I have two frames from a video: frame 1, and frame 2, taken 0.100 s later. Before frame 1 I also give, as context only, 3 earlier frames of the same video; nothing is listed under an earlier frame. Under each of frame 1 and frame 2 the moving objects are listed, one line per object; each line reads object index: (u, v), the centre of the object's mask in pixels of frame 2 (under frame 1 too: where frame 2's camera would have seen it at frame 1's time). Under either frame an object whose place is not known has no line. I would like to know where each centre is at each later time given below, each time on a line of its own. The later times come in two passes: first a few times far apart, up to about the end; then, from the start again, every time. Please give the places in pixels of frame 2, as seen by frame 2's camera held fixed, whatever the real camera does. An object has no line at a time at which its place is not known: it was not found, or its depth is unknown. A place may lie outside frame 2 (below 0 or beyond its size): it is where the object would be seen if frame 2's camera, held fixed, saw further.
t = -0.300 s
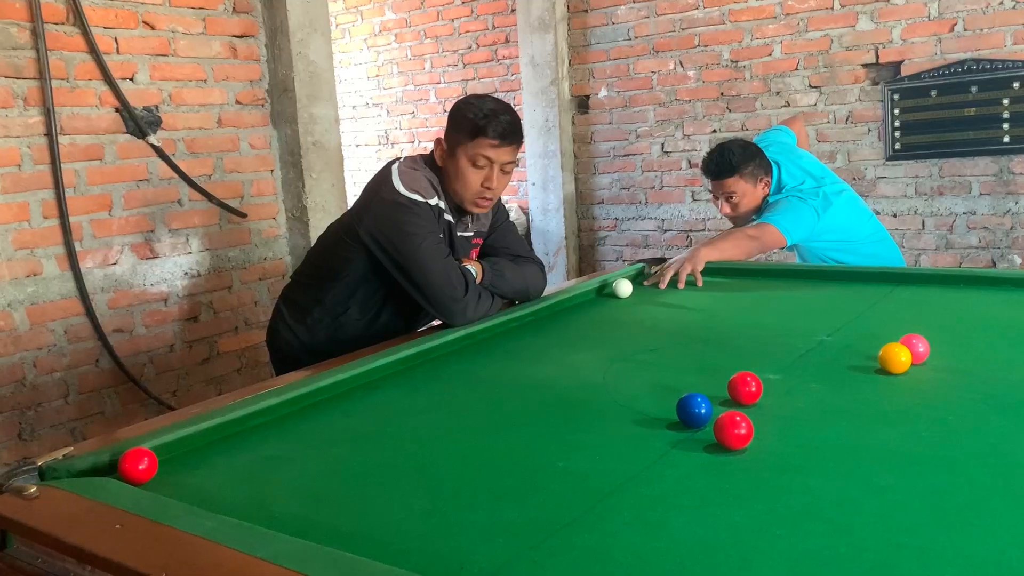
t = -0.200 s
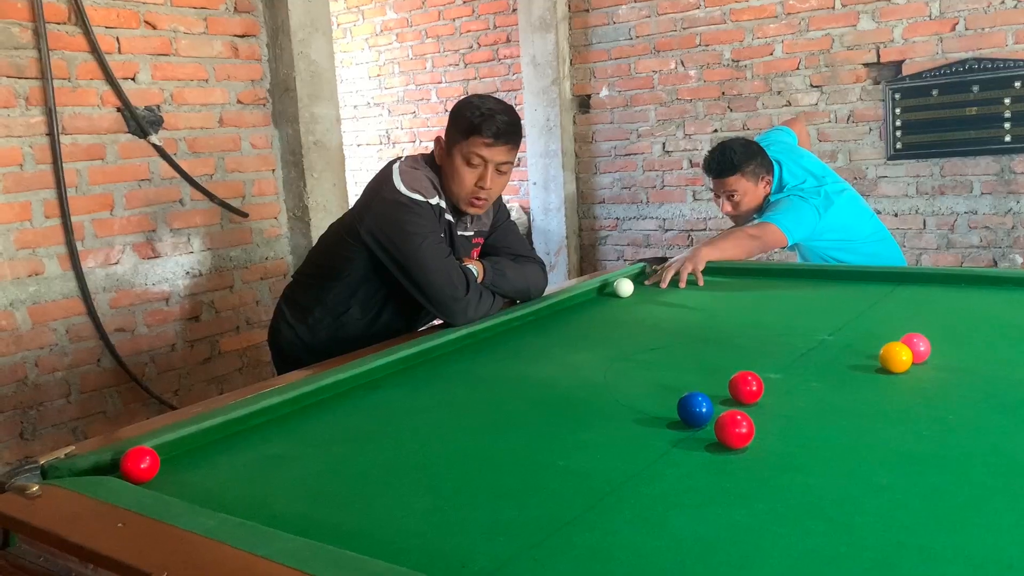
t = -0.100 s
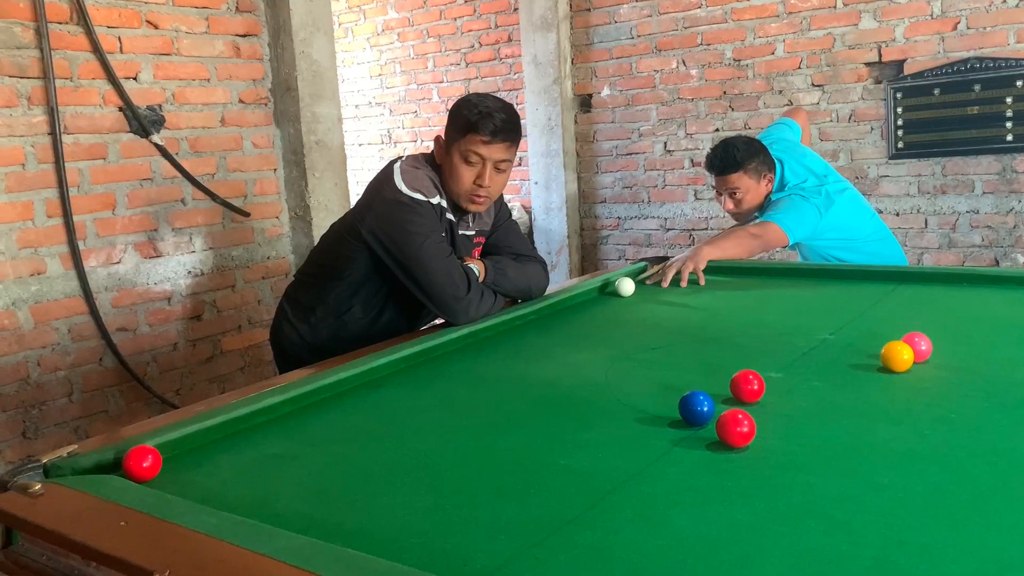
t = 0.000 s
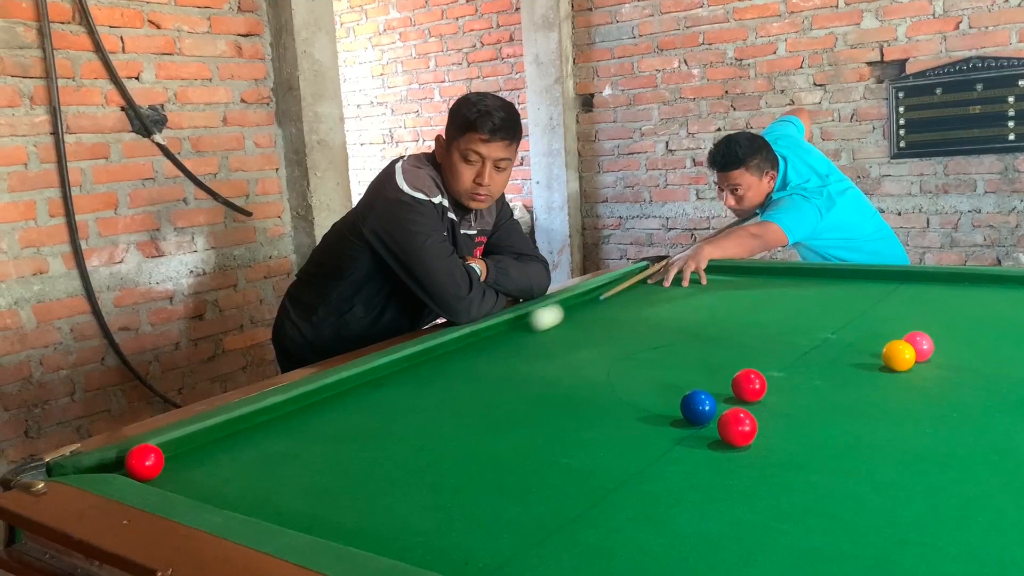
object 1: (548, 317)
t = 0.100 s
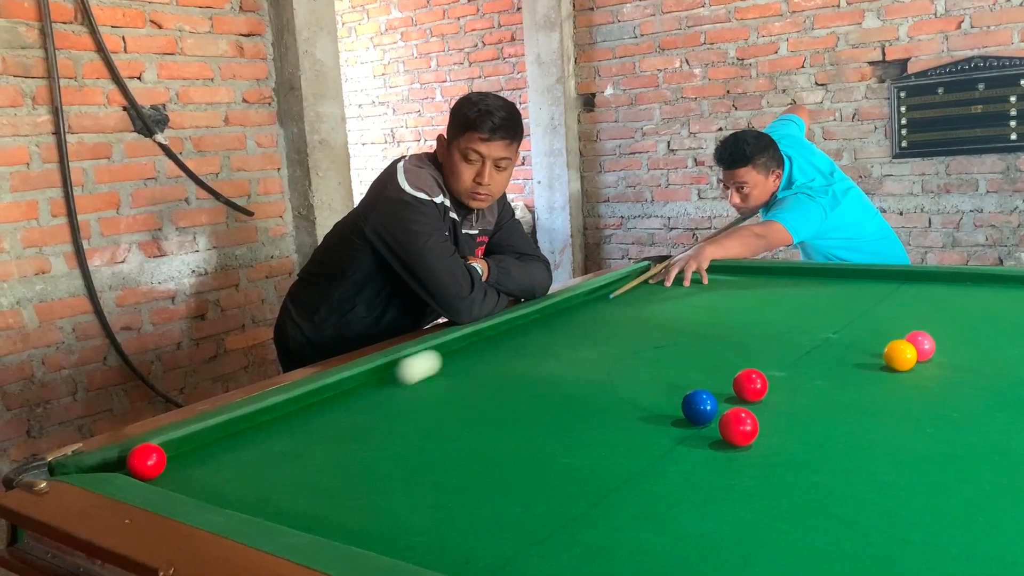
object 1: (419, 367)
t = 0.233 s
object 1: (170, 468)
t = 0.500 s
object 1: (450, 400)
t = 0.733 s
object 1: (611, 352)
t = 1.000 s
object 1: (747, 312)
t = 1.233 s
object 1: (838, 286)
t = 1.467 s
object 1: (879, 278)
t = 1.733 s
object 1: (862, 294)
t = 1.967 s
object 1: (844, 309)
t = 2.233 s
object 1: (820, 330)
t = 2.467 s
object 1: (800, 348)
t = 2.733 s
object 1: (775, 370)
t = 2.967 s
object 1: (768, 380)
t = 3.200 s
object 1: (769, 383)
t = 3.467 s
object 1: (766, 385)
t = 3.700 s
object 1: (764, 385)
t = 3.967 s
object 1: (764, 385)
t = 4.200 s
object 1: (764, 385)
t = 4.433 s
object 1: (765, 385)
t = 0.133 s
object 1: (365, 389)
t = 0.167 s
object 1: (303, 412)
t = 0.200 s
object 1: (232, 441)
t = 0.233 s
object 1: (170, 468)
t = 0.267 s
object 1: (188, 473)
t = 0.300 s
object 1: (238, 461)
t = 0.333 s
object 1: (284, 448)
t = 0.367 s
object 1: (324, 437)
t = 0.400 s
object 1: (361, 426)
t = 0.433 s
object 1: (393, 417)
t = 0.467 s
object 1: (423, 408)
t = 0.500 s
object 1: (450, 400)
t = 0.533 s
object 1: (477, 391)
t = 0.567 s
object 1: (502, 384)
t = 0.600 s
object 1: (526, 377)
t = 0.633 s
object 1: (549, 370)
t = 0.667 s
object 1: (570, 364)
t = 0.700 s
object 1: (591, 358)
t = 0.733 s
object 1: (611, 352)
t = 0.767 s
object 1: (631, 346)
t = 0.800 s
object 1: (649, 341)
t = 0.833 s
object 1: (667, 336)
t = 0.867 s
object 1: (684, 331)
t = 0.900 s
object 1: (701, 326)
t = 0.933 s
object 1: (717, 321)
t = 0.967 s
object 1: (732, 317)
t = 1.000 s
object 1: (747, 312)
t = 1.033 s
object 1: (761, 308)
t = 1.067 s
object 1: (776, 304)
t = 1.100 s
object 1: (789, 301)
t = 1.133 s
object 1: (802, 297)
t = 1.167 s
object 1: (814, 293)
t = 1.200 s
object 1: (826, 289)
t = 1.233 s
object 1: (838, 286)
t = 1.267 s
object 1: (850, 283)
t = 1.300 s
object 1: (861, 280)
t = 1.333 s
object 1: (871, 276)
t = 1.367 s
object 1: (882, 274)
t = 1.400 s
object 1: (883, 274)
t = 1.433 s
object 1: (881, 276)
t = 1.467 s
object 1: (879, 278)
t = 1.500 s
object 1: (877, 280)
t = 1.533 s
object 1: (875, 282)
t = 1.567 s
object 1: (873, 284)
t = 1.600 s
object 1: (871, 286)
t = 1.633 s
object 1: (868, 288)
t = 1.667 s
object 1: (866, 290)
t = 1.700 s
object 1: (864, 292)
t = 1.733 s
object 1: (862, 294)
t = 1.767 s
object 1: (859, 296)
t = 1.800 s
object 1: (857, 298)
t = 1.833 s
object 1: (854, 300)
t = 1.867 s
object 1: (852, 302)
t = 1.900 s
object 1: (849, 305)
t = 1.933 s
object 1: (847, 307)
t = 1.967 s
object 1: (844, 309)
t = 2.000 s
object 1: (841, 311)
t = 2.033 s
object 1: (838, 314)
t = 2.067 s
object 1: (836, 316)
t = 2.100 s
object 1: (833, 318)
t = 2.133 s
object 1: (830, 321)
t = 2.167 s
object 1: (826, 325)
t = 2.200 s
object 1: (823, 327)
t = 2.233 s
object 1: (820, 330)
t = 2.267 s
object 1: (817, 332)
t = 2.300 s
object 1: (815, 335)
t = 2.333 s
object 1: (812, 337)
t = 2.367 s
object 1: (809, 340)
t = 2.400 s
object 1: (806, 343)
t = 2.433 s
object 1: (803, 345)
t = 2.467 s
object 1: (800, 348)
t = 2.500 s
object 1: (797, 351)
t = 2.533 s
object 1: (794, 353)
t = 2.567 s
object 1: (791, 356)
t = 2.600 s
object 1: (788, 359)
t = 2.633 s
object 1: (784, 362)
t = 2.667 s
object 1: (781, 365)
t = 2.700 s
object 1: (777, 368)
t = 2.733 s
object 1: (775, 370)
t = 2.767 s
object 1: (773, 373)
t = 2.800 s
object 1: (771, 375)
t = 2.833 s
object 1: (770, 376)
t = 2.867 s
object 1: (769, 377)
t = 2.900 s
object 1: (769, 379)
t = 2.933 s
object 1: (769, 379)
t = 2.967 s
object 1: (768, 380)
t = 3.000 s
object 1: (769, 380)
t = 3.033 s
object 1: (769, 381)
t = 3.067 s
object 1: (769, 381)
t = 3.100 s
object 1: (769, 382)
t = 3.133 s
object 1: (770, 382)
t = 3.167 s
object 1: (769, 382)
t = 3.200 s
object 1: (769, 383)
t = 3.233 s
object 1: (769, 383)
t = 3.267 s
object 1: (769, 383)
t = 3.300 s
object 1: (769, 383)
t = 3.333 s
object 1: (768, 384)
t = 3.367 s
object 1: (768, 384)
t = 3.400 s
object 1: (767, 384)
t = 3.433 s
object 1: (767, 384)
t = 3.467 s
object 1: (766, 385)
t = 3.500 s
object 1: (766, 385)
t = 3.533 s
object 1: (765, 385)
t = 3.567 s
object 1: (765, 385)
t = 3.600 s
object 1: (765, 385)
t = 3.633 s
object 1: (765, 385)
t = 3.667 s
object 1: (764, 385)
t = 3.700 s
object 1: (764, 385)
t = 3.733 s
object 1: (764, 385)
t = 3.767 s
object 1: (764, 385)
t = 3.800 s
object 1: (765, 385)
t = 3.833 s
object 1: (765, 385)
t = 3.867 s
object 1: (765, 385)
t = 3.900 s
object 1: (765, 385)
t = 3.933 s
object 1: (764, 385)
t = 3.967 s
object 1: (764, 385)
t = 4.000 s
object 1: (764, 385)
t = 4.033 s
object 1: (764, 385)
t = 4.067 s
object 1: (764, 385)
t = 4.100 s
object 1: (764, 385)
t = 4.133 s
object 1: (764, 385)
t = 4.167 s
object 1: (764, 385)
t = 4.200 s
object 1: (764, 385)
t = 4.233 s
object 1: (765, 385)
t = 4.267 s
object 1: (765, 385)
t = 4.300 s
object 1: (765, 385)
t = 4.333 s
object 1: (765, 385)
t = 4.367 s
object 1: (765, 385)
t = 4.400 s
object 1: (765, 385)
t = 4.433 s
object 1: (765, 385)
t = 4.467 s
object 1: (765, 385)
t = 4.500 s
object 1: (765, 385)
